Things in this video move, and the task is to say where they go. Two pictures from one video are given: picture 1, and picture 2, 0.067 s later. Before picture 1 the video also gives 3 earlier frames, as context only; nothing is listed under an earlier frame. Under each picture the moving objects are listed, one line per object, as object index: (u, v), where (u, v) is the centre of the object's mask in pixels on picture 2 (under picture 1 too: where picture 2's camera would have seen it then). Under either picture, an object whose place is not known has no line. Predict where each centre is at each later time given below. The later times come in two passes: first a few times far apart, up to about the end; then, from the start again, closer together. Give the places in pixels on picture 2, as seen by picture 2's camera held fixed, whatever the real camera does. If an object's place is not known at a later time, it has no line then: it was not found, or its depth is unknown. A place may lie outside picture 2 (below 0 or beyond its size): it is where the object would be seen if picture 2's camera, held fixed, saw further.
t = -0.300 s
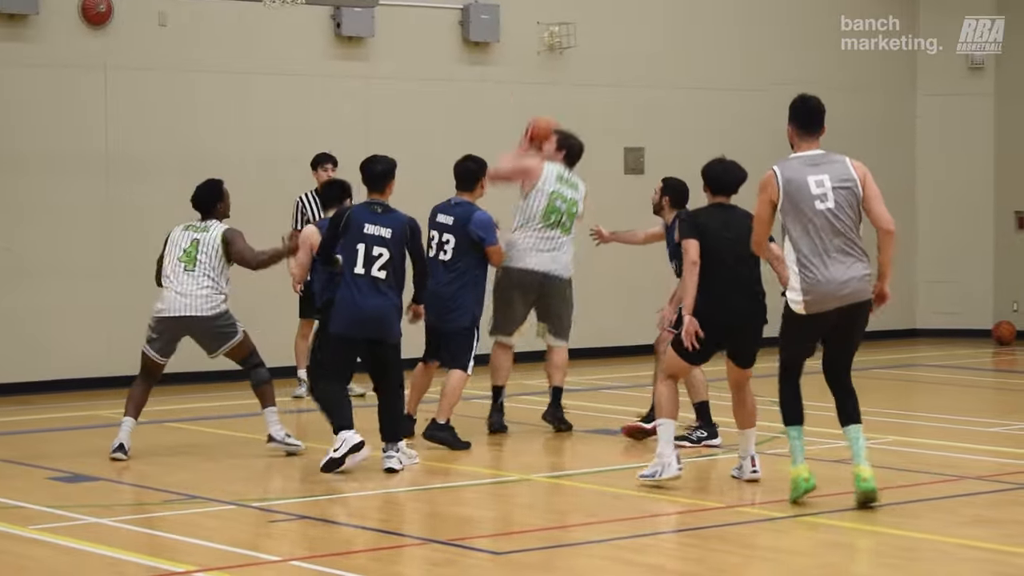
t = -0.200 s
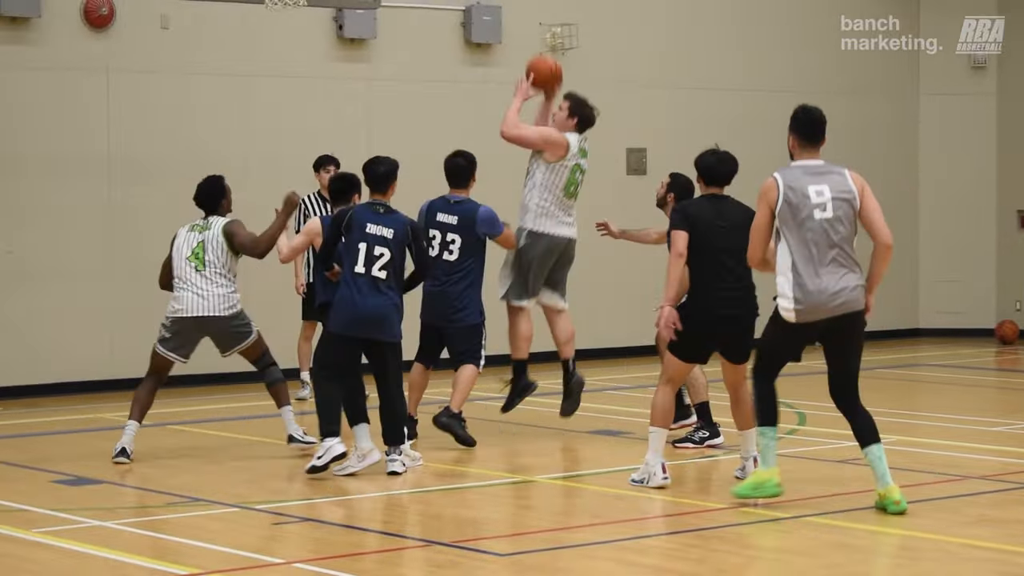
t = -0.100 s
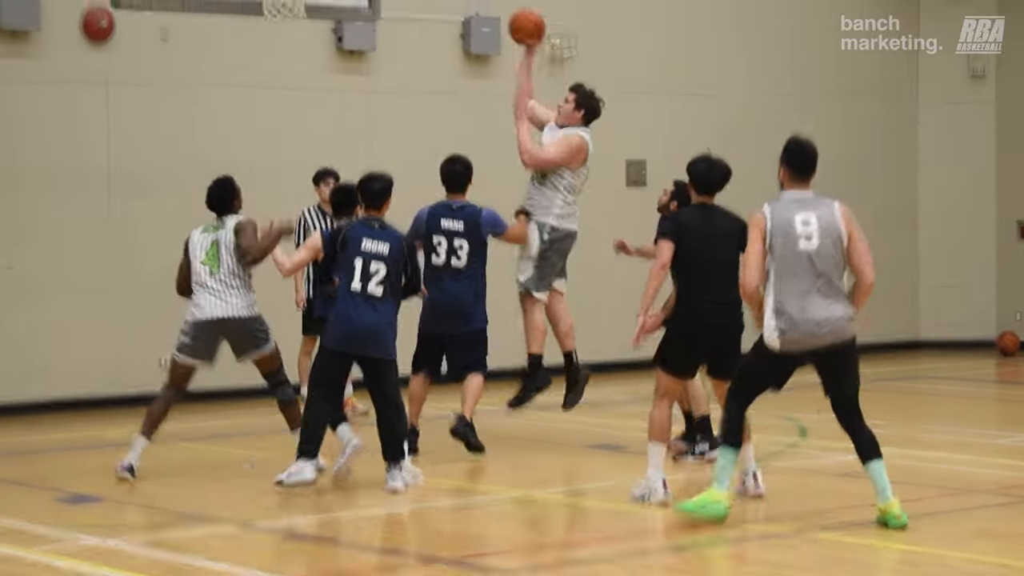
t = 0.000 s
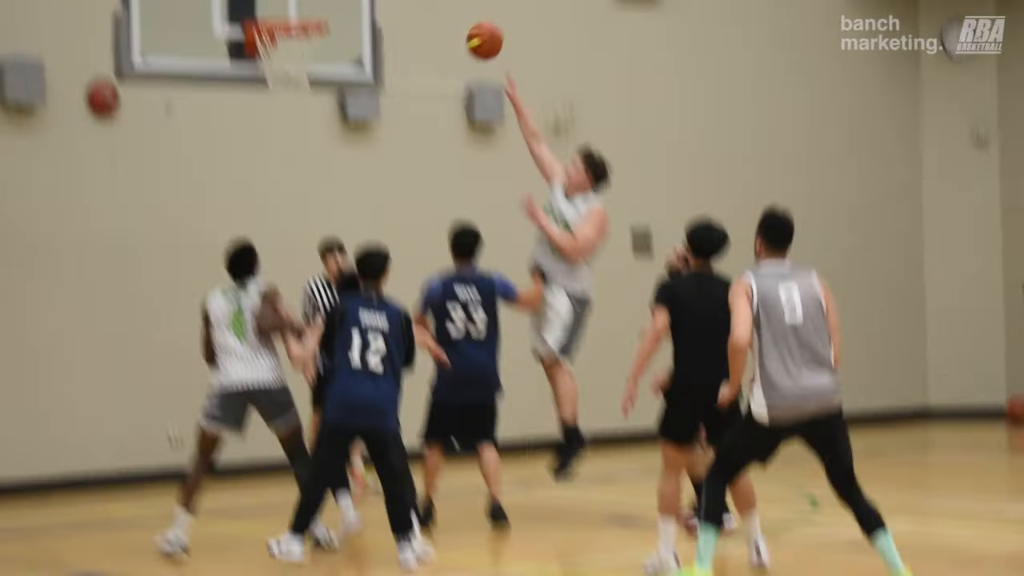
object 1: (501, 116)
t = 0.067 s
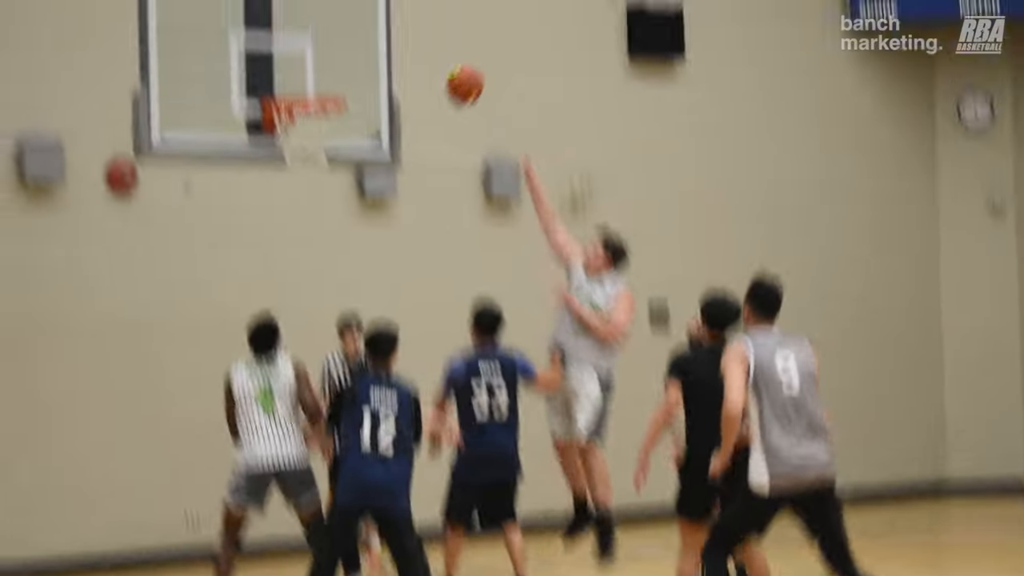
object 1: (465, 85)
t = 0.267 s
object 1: (356, 43)
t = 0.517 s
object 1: (312, 72)
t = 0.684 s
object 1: (321, 89)
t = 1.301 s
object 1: (309, 88)
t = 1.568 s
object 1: (320, 154)
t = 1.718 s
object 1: (313, 206)
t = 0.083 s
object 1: (456, 79)
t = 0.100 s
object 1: (447, 75)
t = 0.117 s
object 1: (437, 70)
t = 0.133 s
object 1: (429, 66)
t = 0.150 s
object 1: (419, 61)
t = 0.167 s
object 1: (410, 58)
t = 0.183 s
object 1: (402, 54)
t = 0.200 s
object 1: (392, 51)
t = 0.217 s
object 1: (384, 48)
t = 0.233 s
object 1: (375, 46)
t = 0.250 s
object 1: (365, 44)
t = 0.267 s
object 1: (356, 43)
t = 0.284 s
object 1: (352, 41)
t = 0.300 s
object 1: (350, 41)
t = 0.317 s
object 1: (347, 41)
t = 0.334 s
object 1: (344, 40)
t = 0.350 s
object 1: (341, 41)
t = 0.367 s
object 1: (338, 42)
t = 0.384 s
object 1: (335, 44)
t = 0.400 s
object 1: (332, 46)
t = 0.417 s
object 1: (329, 48)
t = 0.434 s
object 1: (326, 51)
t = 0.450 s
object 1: (323, 54)
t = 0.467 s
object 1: (320, 58)
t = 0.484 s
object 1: (318, 62)
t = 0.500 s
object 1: (315, 67)
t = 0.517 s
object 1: (312, 72)
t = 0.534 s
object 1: (308, 77)
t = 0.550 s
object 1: (305, 82)
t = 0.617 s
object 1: (311, 88)
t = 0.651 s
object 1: (319, 89)
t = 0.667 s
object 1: (323, 90)
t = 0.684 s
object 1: (321, 89)
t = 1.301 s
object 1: (309, 88)
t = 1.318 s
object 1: (311, 90)
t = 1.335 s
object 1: (313, 102)
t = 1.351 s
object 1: (314, 106)
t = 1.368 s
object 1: (316, 112)
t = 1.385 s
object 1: (318, 117)
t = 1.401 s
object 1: (320, 121)
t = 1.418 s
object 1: (322, 127)
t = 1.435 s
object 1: (324, 131)
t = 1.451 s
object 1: (325, 134)
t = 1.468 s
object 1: (324, 138)
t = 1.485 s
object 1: (324, 140)
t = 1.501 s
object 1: (323, 141)
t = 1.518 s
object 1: (323, 145)
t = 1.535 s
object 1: (323, 148)
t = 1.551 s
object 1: (322, 152)
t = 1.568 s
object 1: (320, 154)
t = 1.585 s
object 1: (320, 158)
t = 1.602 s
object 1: (319, 163)
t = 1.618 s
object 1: (319, 172)
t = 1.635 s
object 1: (318, 176)
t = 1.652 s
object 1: (316, 180)
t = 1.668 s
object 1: (315, 184)
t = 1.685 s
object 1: (314, 191)
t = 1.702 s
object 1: (314, 198)
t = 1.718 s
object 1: (313, 206)
